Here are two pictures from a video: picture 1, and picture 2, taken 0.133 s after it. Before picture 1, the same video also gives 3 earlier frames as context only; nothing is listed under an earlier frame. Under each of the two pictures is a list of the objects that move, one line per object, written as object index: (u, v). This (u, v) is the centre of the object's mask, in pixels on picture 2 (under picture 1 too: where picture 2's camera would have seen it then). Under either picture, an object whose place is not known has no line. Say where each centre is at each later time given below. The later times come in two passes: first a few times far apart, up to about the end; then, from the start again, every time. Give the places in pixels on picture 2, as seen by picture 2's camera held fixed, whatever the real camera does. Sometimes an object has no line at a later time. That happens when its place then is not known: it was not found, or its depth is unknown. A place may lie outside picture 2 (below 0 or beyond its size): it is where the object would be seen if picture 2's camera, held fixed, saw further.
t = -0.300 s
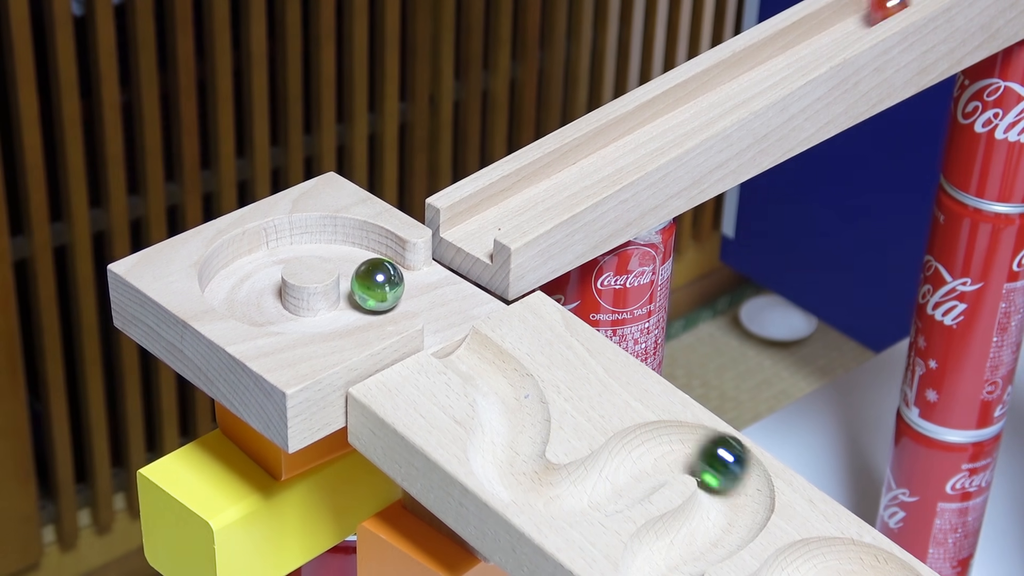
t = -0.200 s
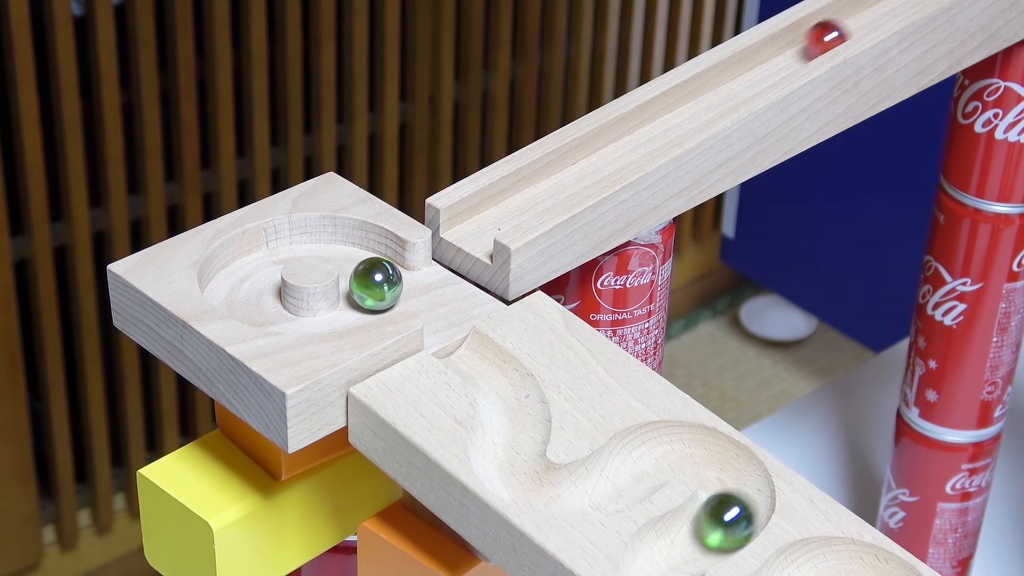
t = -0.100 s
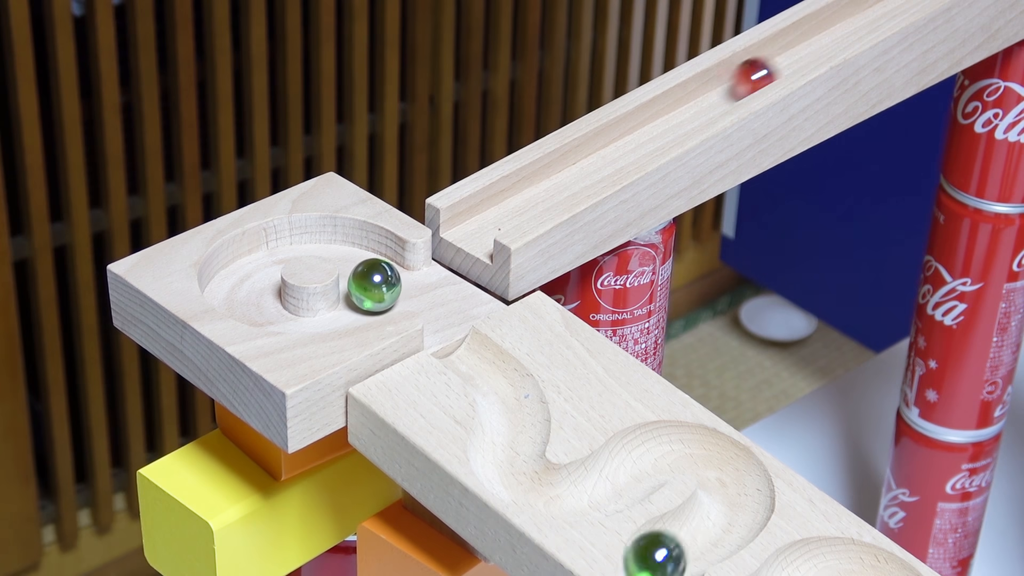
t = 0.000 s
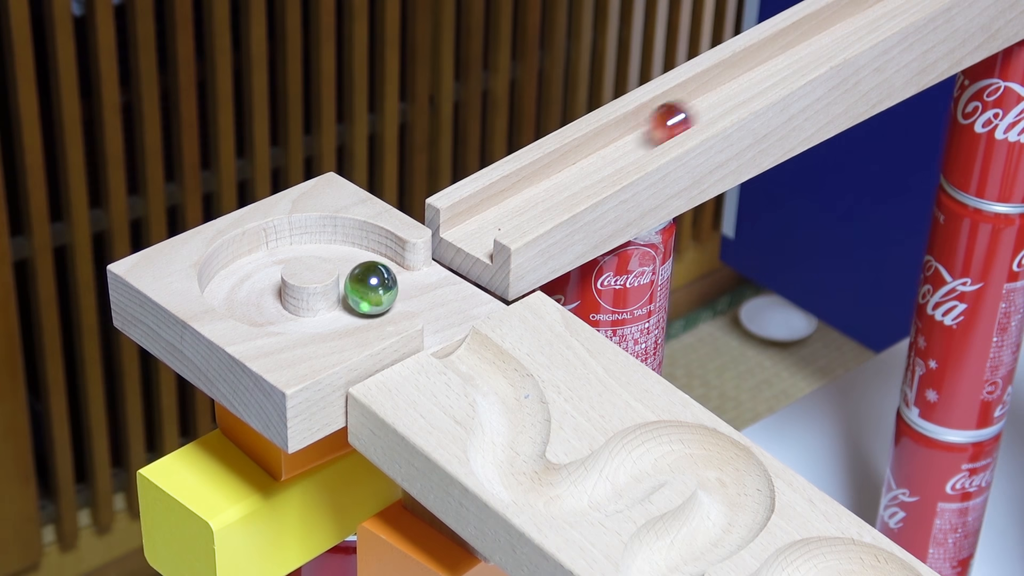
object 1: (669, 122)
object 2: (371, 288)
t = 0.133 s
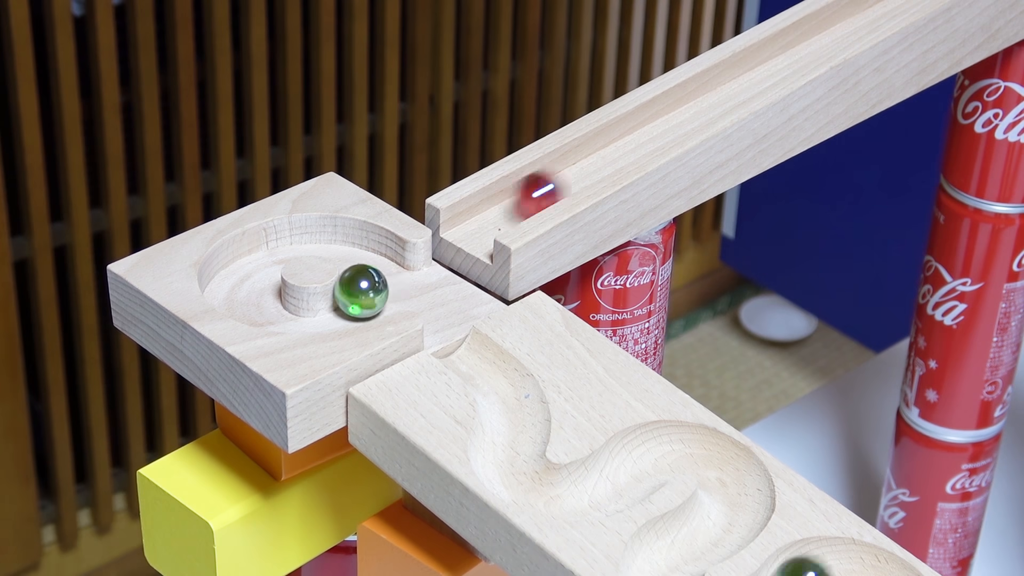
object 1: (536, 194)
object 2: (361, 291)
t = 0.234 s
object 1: (418, 281)
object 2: (360, 295)
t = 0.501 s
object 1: (416, 285)
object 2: (258, 309)
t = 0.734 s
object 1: (410, 282)
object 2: (227, 285)
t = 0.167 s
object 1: (499, 215)
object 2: (361, 293)
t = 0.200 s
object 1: (458, 245)
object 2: (361, 294)
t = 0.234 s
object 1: (418, 281)
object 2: (360, 295)
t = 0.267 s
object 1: (416, 292)
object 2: (352, 308)
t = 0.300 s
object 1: (416, 297)
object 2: (340, 312)
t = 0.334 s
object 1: (416, 293)
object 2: (324, 312)
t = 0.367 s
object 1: (416, 291)
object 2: (308, 313)
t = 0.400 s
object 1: (416, 289)
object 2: (292, 314)
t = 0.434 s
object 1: (416, 287)
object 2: (277, 314)
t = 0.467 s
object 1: (416, 286)
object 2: (267, 312)
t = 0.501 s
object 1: (416, 285)
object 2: (258, 309)
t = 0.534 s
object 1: (416, 283)
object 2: (249, 306)
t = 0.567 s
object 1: (416, 283)
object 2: (242, 303)
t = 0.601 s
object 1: (415, 282)
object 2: (237, 299)
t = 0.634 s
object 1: (414, 282)
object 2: (233, 295)
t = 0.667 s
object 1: (413, 281)
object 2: (230, 292)
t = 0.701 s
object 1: (412, 282)
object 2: (228, 289)
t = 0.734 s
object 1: (410, 282)
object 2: (227, 285)
